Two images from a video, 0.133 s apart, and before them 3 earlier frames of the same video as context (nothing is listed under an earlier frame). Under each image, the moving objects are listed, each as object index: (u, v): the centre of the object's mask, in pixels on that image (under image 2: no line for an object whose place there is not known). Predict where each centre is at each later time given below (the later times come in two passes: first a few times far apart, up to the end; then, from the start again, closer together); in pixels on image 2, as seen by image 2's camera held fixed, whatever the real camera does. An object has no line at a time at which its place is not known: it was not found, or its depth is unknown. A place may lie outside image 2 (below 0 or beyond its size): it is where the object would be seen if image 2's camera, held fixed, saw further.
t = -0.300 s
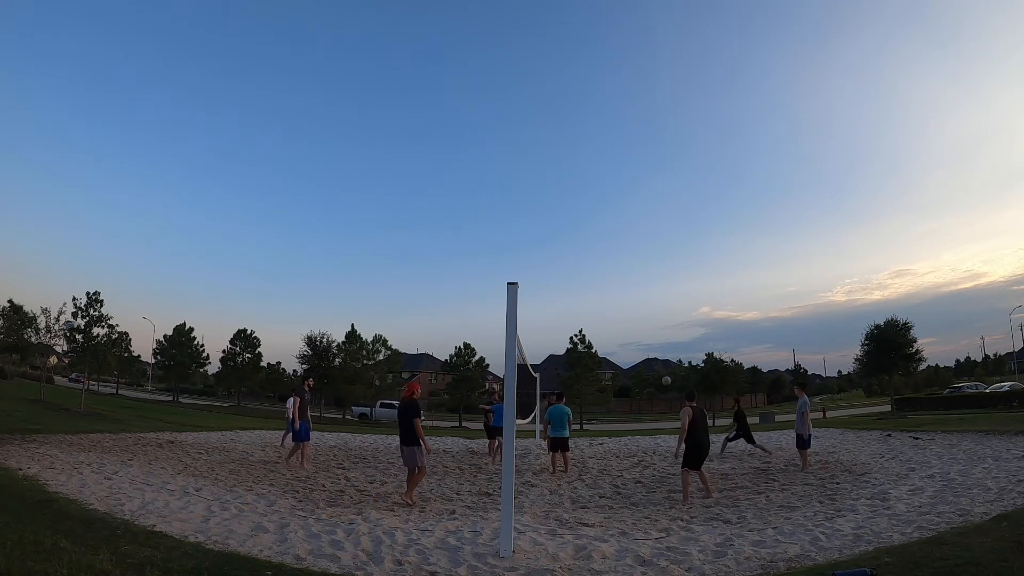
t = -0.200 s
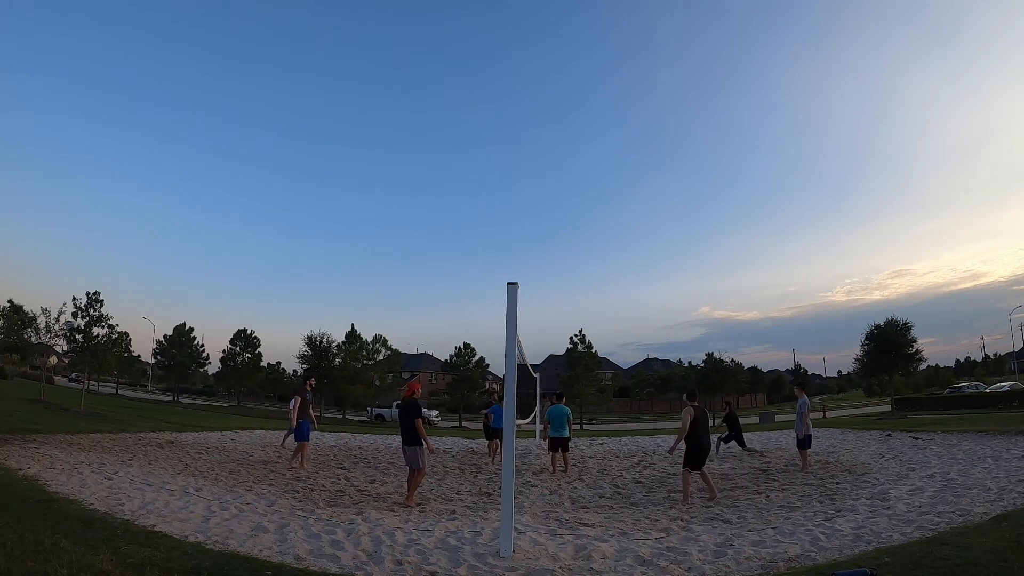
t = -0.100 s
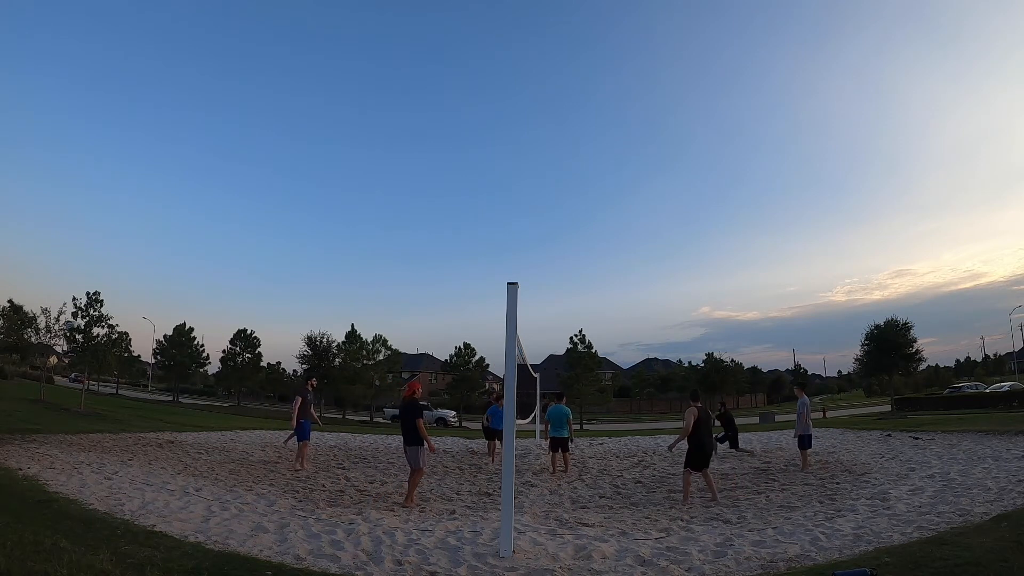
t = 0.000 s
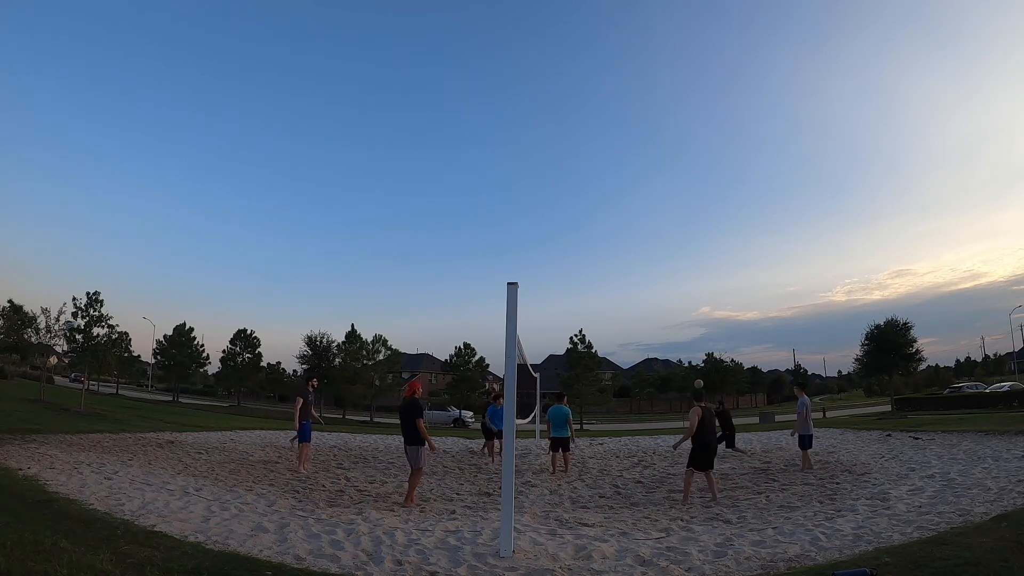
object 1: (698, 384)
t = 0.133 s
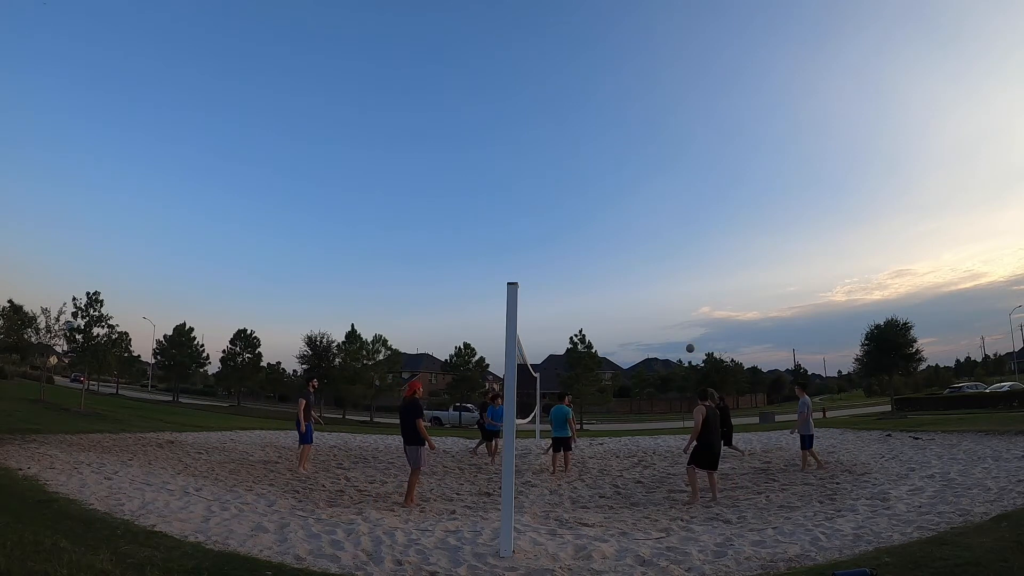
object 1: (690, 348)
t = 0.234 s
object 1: (684, 325)
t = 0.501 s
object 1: (667, 280)
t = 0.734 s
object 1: (652, 263)
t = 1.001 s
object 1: (635, 274)
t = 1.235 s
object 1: (618, 320)
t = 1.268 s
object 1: (615, 329)
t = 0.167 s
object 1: (688, 340)
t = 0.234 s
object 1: (684, 325)
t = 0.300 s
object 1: (679, 311)
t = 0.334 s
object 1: (677, 305)
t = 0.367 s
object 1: (675, 299)
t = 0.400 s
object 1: (673, 294)
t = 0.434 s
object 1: (671, 289)
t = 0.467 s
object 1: (669, 284)
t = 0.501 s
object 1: (667, 280)
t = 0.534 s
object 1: (665, 276)
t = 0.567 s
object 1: (662, 273)
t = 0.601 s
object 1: (660, 270)
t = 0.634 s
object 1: (658, 267)
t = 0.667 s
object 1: (656, 265)
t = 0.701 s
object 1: (654, 264)
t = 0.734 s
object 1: (652, 263)
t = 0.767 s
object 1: (650, 262)
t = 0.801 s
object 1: (648, 262)
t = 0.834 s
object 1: (646, 263)
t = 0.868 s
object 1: (643, 264)
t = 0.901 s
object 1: (641, 266)
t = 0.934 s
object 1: (639, 268)
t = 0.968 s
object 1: (637, 271)
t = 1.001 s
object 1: (635, 274)
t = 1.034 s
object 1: (633, 279)
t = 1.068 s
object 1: (630, 283)
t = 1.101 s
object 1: (628, 289)
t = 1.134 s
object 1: (625, 296)
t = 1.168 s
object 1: (623, 303)
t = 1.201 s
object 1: (620, 311)
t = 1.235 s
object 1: (618, 320)
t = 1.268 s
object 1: (615, 329)
